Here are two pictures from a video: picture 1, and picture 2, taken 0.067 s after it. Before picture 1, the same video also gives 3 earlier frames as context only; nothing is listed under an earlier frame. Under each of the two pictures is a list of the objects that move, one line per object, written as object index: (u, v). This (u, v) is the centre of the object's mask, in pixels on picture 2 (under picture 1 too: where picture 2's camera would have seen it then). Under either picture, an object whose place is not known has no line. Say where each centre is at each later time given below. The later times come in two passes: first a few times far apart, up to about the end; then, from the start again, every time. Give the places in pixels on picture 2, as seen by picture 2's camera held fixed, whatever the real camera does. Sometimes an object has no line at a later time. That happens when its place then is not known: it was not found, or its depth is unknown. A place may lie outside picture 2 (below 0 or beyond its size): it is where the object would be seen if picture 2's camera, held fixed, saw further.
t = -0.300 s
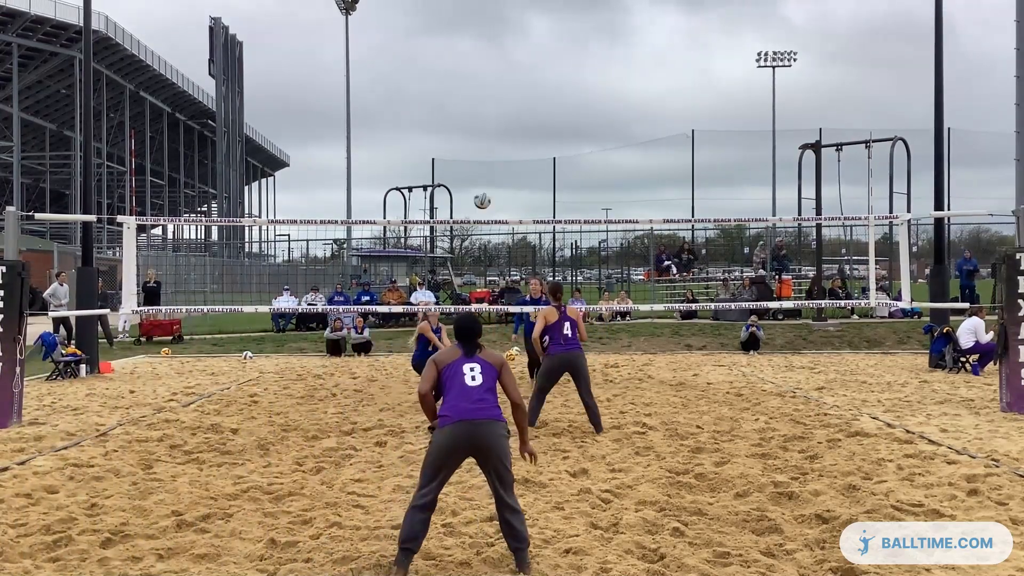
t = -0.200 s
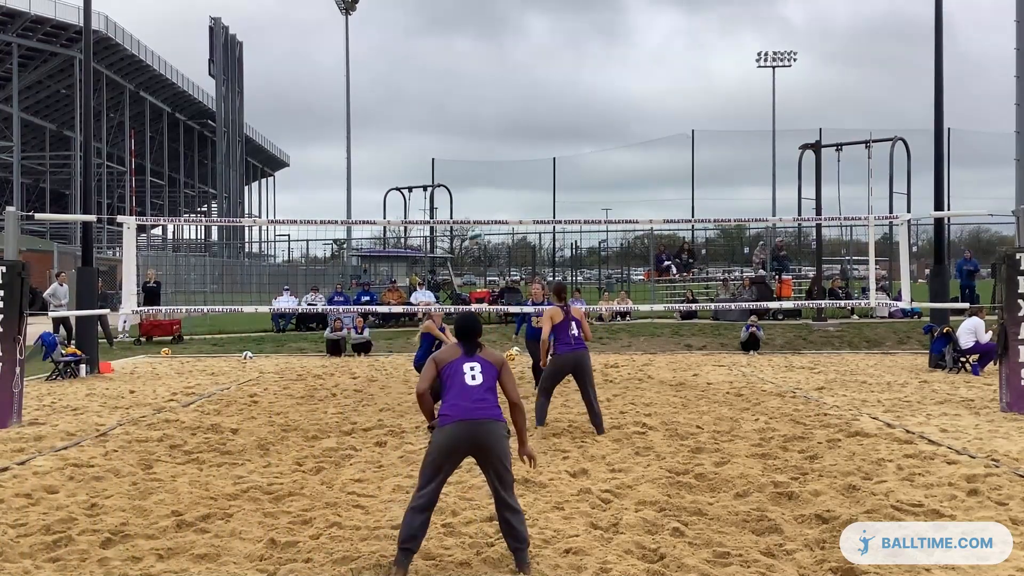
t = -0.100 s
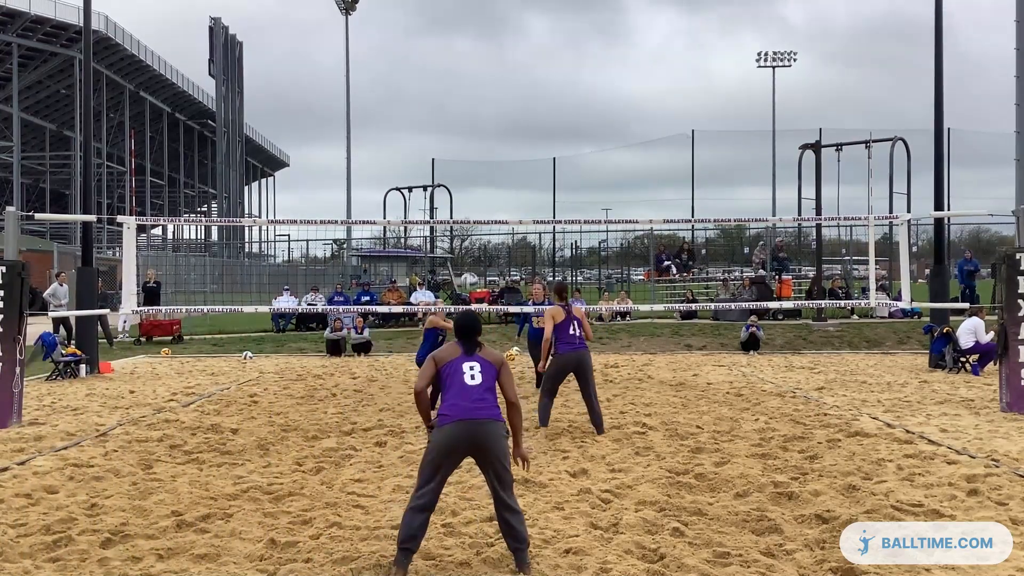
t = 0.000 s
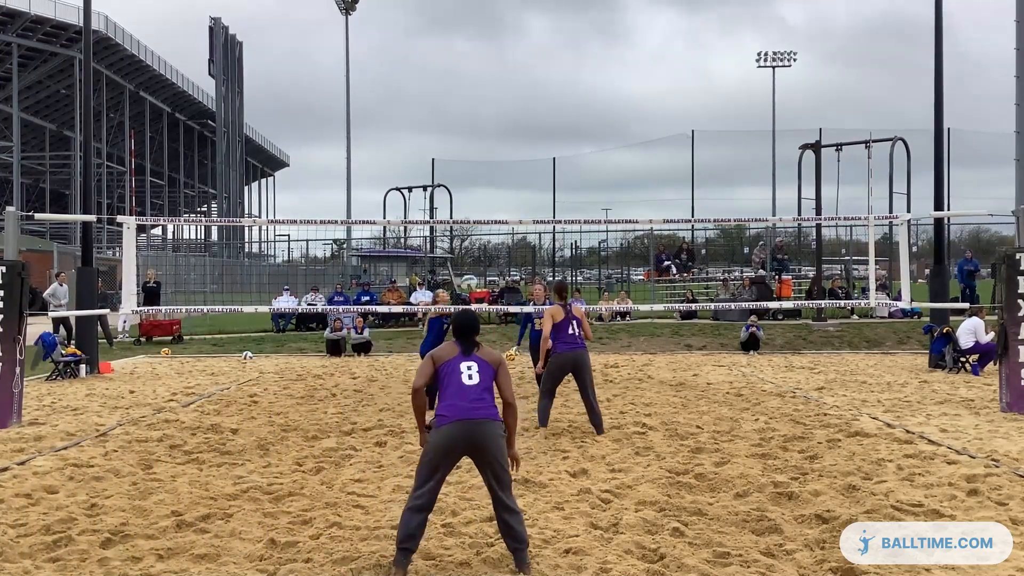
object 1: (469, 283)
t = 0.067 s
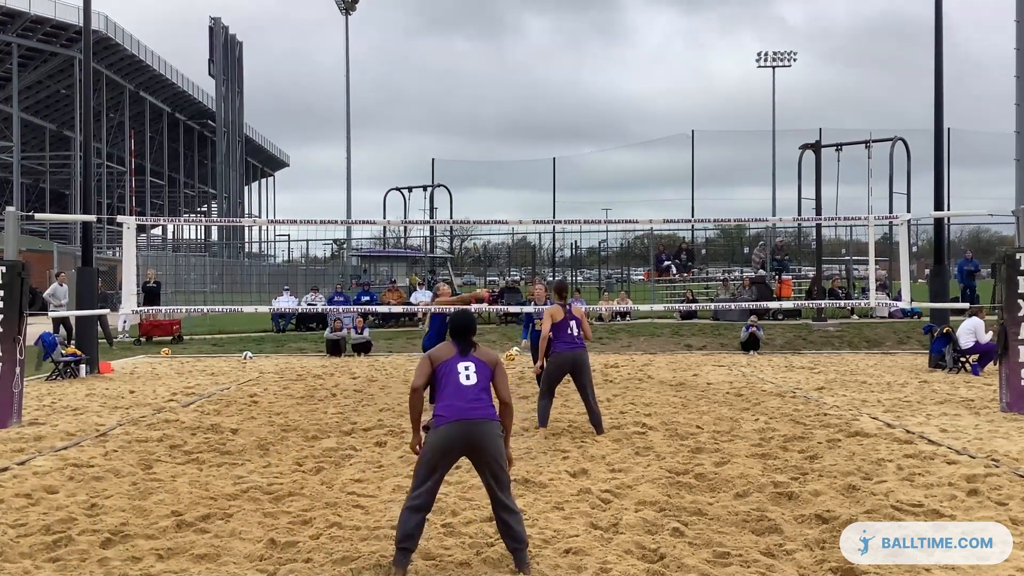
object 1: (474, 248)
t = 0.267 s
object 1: (493, 150)
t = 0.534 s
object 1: (513, 73)
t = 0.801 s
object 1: (530, 55)
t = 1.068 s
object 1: (544, 98)
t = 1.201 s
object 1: (549, 141)
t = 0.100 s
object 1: (480, 230)
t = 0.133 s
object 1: (481, 209)
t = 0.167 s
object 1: (484, 193)
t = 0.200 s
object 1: (487, 178)
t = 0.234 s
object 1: (490, 164)
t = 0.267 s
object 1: (493, 150)
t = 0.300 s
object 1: (496, 137)
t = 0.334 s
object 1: (498, 125)
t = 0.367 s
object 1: (501, 114)
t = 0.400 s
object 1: (504, 104)
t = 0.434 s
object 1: (506, 95)
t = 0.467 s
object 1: (509, 86)
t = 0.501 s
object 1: (511, 79)
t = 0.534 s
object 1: (513, 73)
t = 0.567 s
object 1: (516, 67)
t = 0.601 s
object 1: (518, 63)
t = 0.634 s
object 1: (520, 59)
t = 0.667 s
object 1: (522, 56)
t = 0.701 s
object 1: (524, 55)
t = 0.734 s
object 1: (526, 54)
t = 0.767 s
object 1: (528, 54)
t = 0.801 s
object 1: (530, 55)
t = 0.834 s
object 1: (532, 57)
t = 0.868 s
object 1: (534, 60)
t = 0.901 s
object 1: (536, 64)
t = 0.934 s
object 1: (538, 69)
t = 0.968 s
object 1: (540, 75)
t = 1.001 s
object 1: (541, 82)
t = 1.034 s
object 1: (543, 89)
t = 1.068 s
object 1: (544, 98)
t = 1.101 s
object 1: (546, 108)
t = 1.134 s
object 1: (547, 118)
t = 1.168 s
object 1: (548, 129)
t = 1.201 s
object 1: (549, 141)
